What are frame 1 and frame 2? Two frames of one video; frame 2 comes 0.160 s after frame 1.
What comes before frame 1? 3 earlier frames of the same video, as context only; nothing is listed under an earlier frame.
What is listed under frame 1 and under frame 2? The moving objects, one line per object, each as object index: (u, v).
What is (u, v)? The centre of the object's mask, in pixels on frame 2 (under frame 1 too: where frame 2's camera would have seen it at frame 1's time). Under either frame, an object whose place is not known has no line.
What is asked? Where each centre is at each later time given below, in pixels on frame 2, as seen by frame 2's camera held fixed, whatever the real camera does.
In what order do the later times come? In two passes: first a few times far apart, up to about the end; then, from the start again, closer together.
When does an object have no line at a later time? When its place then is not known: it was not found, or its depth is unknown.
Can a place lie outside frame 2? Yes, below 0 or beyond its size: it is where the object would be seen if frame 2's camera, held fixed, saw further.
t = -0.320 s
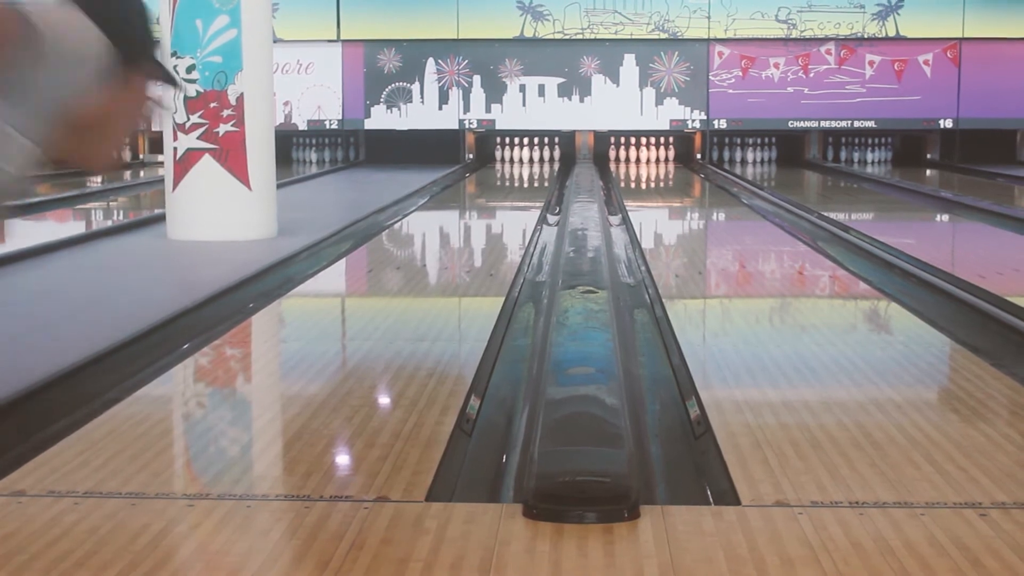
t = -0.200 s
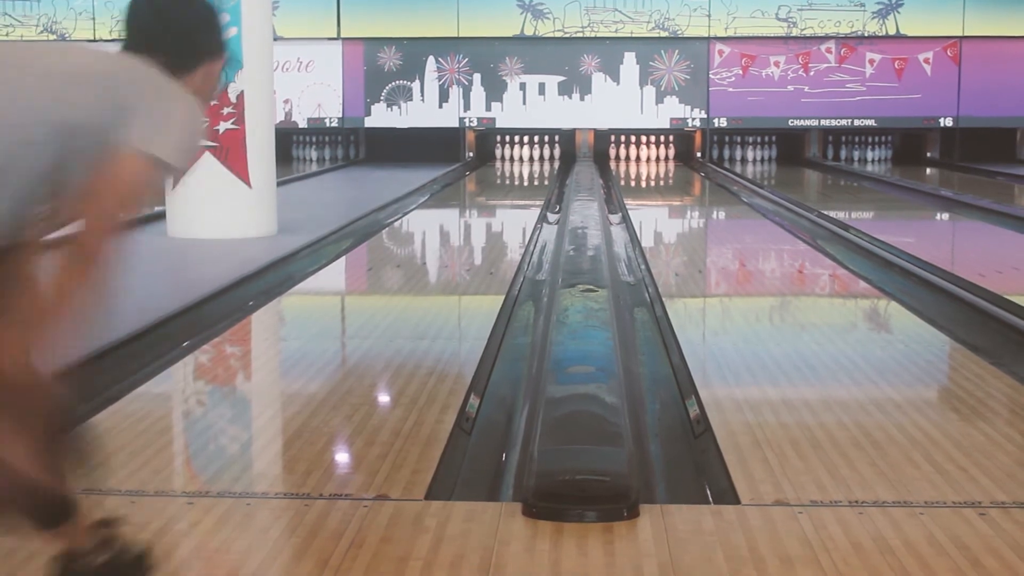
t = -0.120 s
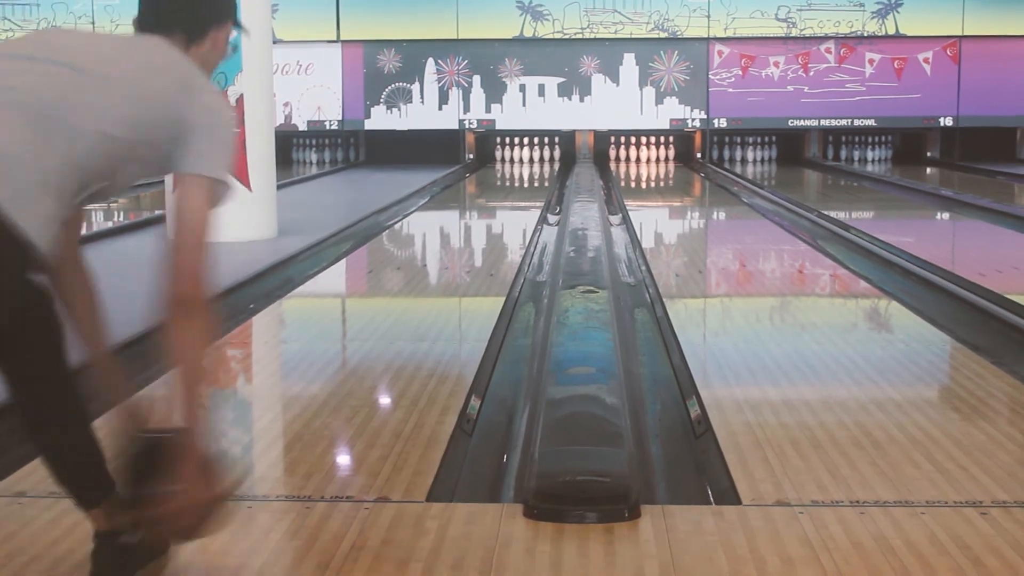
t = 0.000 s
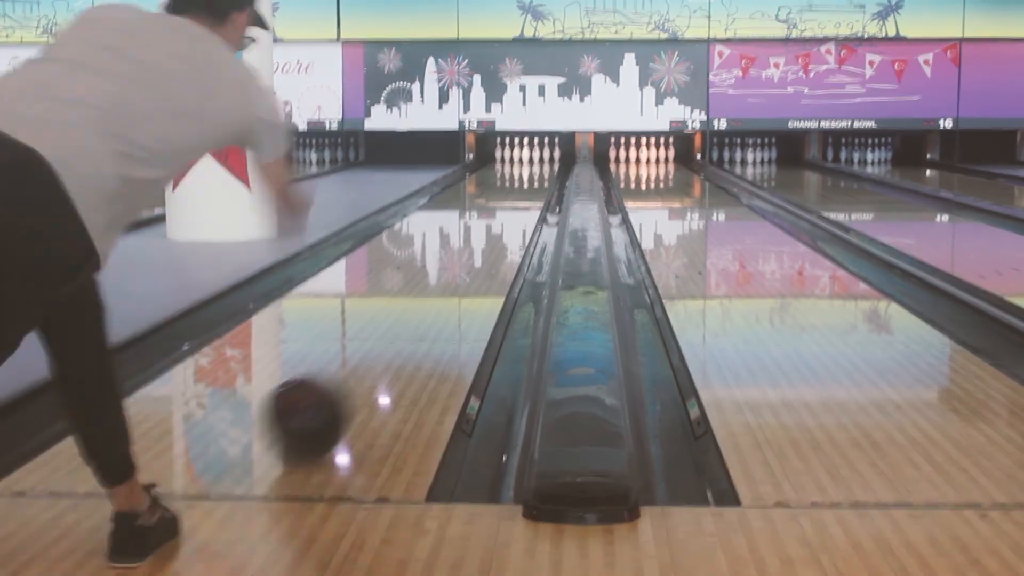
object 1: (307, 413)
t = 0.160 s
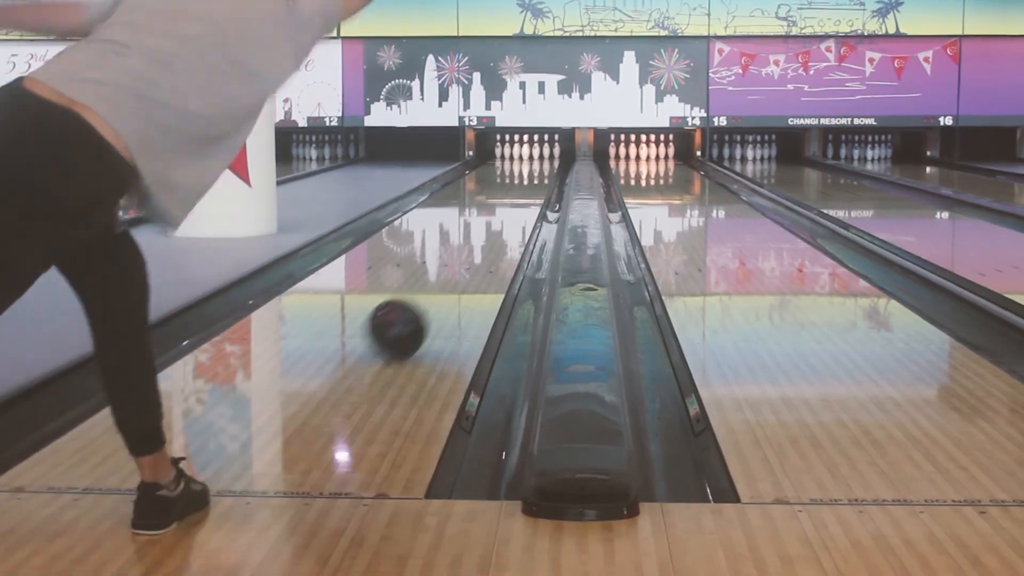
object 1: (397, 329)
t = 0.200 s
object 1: (413, 313)
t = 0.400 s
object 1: (467, 261)
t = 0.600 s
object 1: (499, 231)
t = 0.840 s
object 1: (521, 206)
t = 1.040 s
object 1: (533, 192)
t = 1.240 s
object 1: (540, 181)
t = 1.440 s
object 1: (544, 172)
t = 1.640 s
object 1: (545, 166)
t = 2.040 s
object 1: (538, 156)
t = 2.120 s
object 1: (536, 155)
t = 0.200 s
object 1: (413, 313)
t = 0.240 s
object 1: (426, 300)
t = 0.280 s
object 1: (438, 289)
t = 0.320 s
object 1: (449, 278)
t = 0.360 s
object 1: (458, 269)
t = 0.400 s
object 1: (467, 261)
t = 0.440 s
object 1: (475, 254)
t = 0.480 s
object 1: (481, 248)
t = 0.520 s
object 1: (488, 241)
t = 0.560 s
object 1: (494, 236)
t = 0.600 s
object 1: (499, 231)
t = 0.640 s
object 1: (503, 226)
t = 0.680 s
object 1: (508, 221)
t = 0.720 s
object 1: (511, 217)
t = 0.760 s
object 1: (515, 213)
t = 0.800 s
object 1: (518, 209)
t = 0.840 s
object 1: (521, 206)
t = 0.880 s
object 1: (524, 203)
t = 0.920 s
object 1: (526, 200)
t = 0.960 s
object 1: (529, 197)
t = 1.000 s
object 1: (531, 194)
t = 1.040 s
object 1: (533, 192)
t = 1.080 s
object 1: (534, 189)
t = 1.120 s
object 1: (536, 187)
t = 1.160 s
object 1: (537, 185)
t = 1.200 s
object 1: (538, 183)
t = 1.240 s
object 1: (540, 181)
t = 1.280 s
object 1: (541, 179)
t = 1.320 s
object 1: (542, 178)
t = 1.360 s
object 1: (542, 176)
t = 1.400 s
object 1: (543, 174)
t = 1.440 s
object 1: (544, 172)
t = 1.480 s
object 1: (544, 171)
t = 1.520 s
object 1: (545, 170)
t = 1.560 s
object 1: (545, 169)
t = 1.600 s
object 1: (545, 167)
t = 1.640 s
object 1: (545, 166)
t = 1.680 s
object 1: (545, 165)
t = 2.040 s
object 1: (538, 156)
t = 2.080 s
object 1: (537, 155)
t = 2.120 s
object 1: (536, 155)
